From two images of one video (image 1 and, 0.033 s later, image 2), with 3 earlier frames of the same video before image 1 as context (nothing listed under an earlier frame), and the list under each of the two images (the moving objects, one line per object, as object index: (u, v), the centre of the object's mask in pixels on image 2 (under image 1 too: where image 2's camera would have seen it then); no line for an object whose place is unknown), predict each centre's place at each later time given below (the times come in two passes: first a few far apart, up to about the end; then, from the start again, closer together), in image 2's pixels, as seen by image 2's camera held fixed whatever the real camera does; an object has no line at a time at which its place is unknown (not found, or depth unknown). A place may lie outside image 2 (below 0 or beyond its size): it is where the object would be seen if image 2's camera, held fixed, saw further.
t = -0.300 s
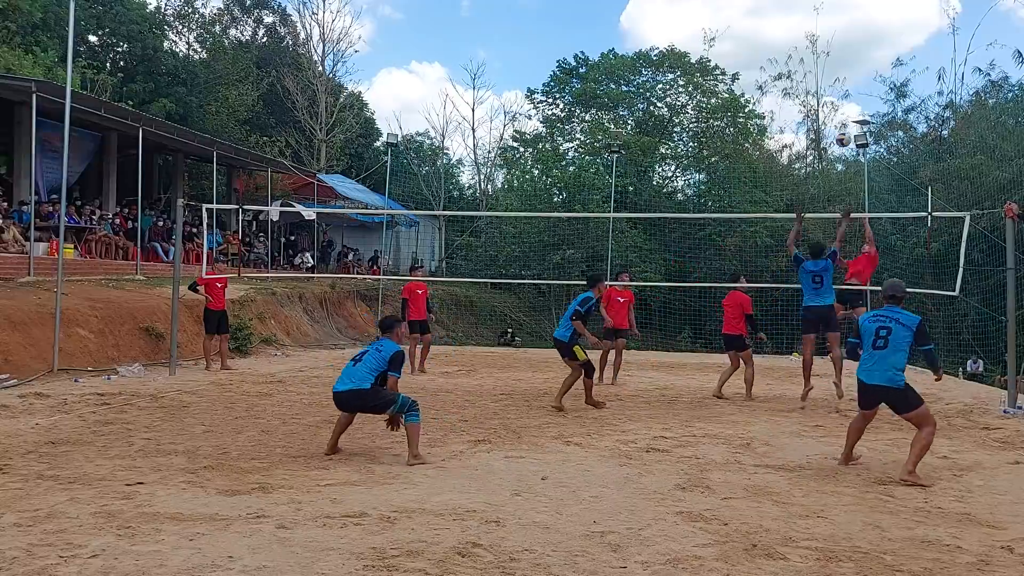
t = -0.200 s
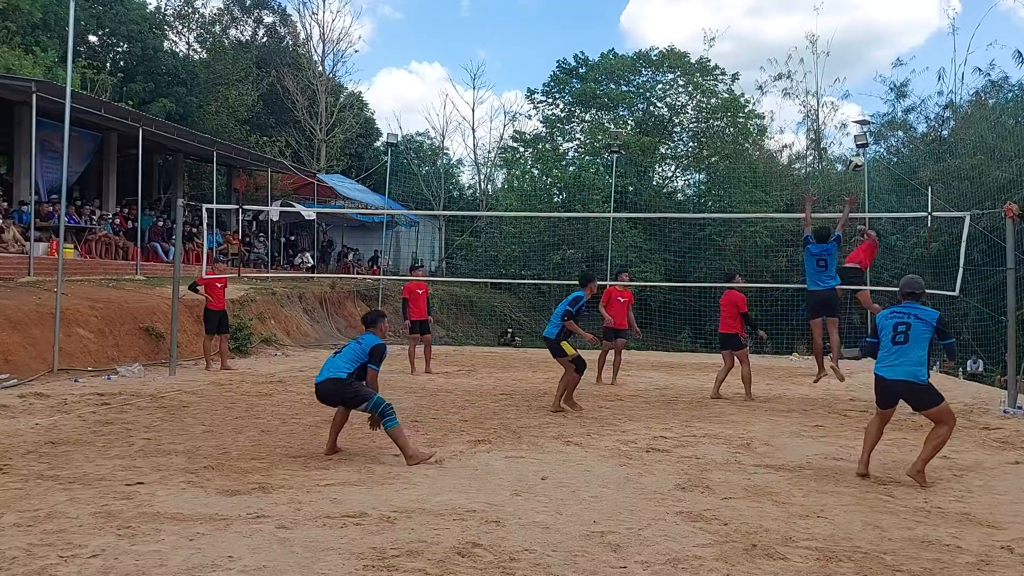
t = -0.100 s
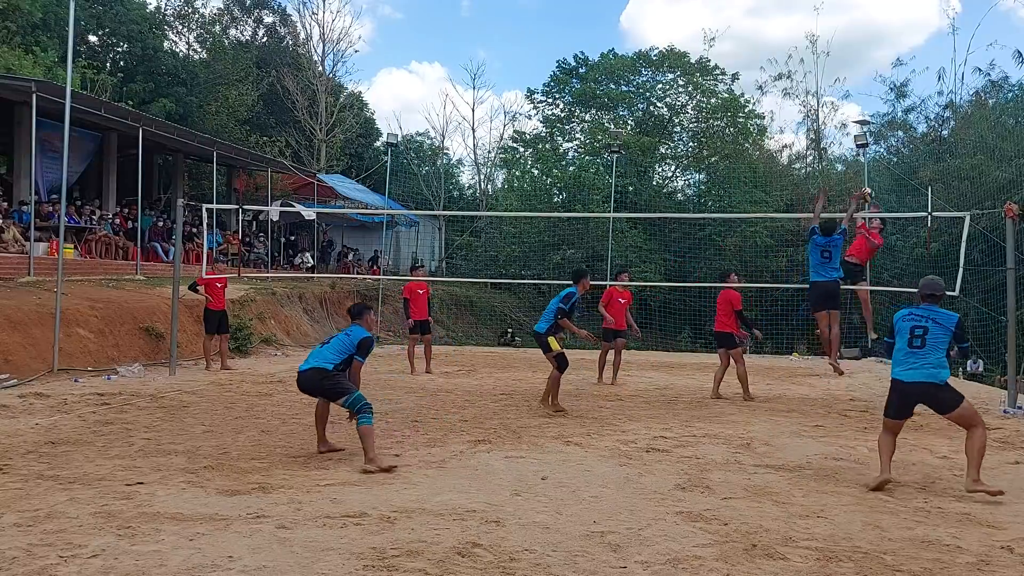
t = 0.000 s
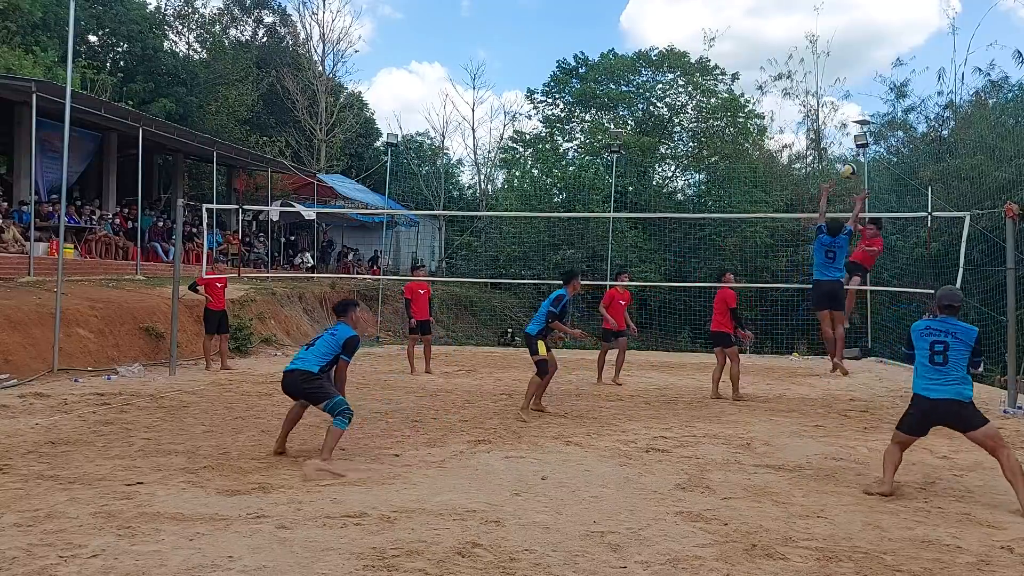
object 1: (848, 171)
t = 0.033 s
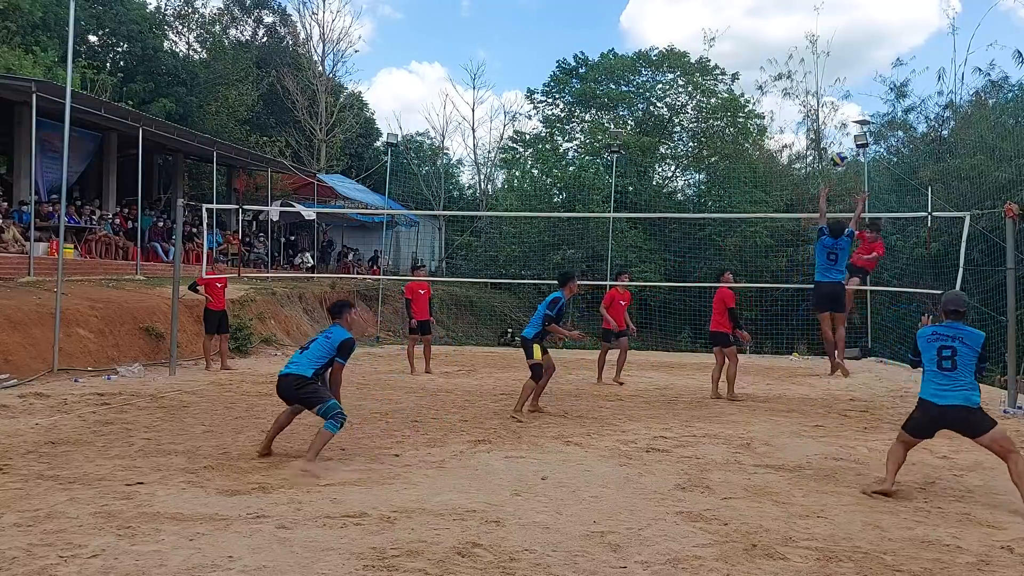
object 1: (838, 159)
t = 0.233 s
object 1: (775, 101)
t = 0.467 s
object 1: (651, 64)
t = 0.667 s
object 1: (373, 131)
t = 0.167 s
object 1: (800, 118)
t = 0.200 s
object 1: (788, 109)
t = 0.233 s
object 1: (775, 101)
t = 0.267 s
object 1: (763, 93)
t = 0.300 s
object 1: (748, 85)
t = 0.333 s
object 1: (733, 78)
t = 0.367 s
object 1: (715, 72)
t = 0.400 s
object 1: (697, 67)
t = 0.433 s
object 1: (675, 65)
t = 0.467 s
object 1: (651, 64)
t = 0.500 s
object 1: (623, 65)
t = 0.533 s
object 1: (590, 67)
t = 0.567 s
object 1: (552, 75)
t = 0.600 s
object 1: (506, 86)
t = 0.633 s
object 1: (448, 103)
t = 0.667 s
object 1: (373, 131)
